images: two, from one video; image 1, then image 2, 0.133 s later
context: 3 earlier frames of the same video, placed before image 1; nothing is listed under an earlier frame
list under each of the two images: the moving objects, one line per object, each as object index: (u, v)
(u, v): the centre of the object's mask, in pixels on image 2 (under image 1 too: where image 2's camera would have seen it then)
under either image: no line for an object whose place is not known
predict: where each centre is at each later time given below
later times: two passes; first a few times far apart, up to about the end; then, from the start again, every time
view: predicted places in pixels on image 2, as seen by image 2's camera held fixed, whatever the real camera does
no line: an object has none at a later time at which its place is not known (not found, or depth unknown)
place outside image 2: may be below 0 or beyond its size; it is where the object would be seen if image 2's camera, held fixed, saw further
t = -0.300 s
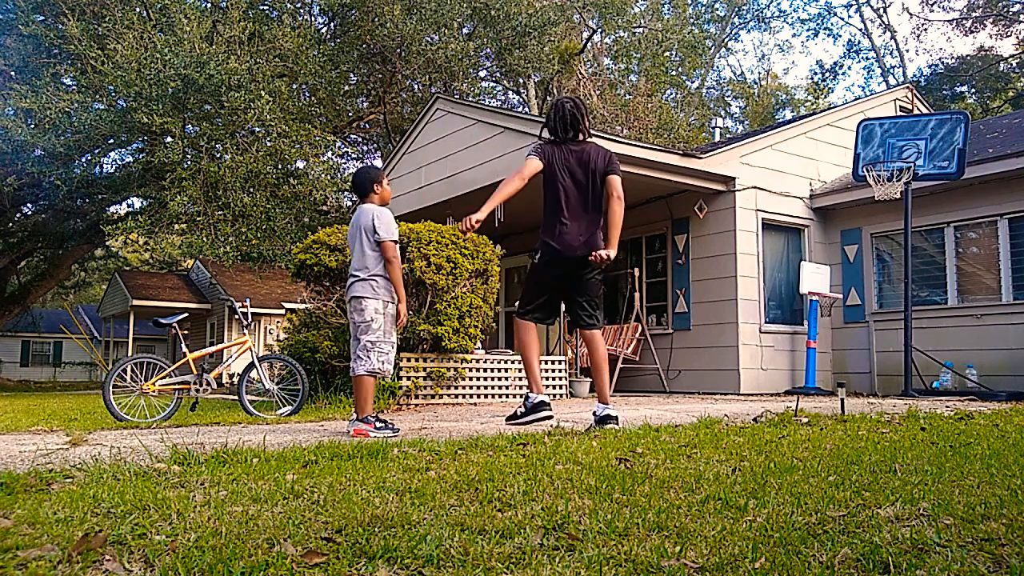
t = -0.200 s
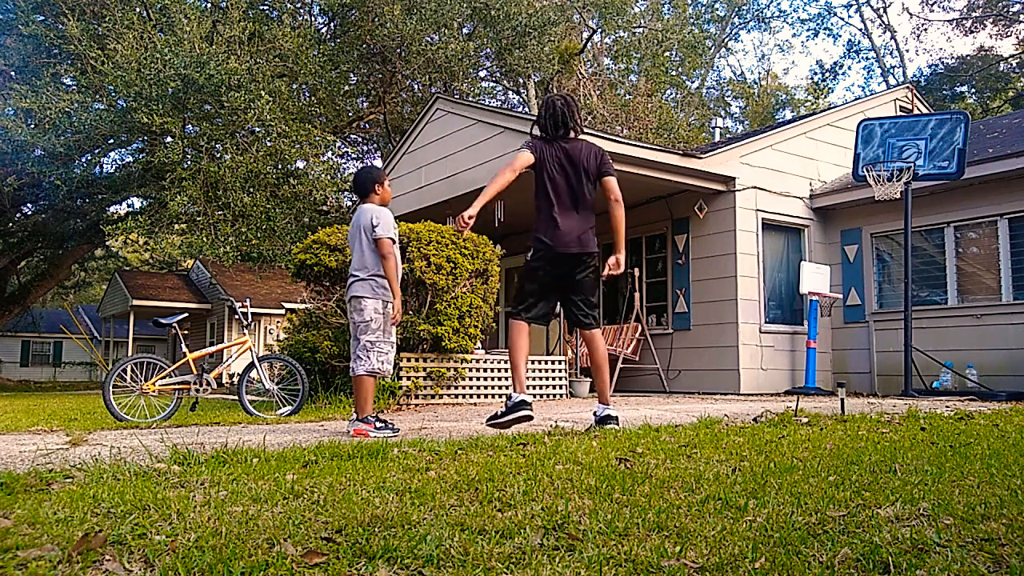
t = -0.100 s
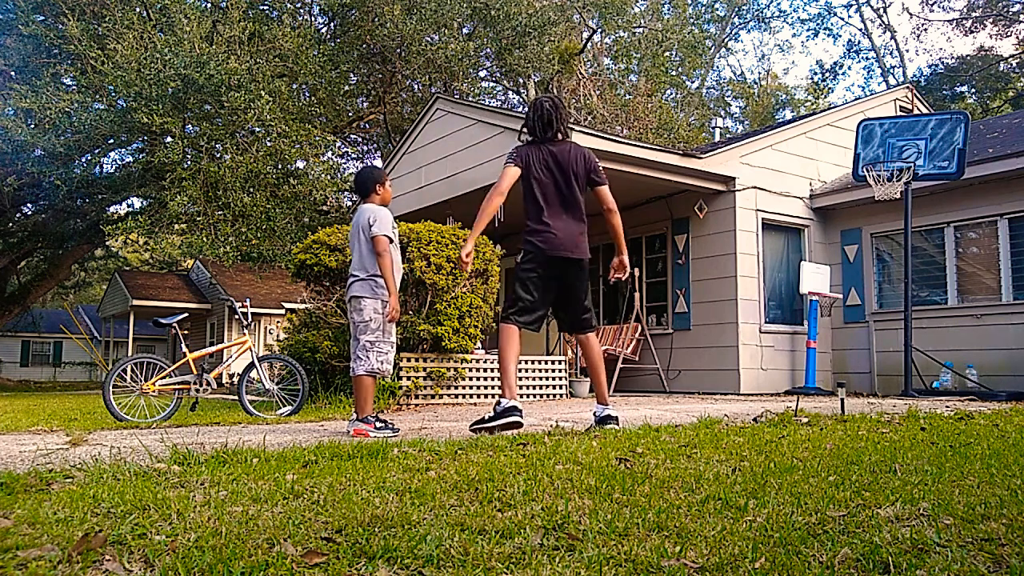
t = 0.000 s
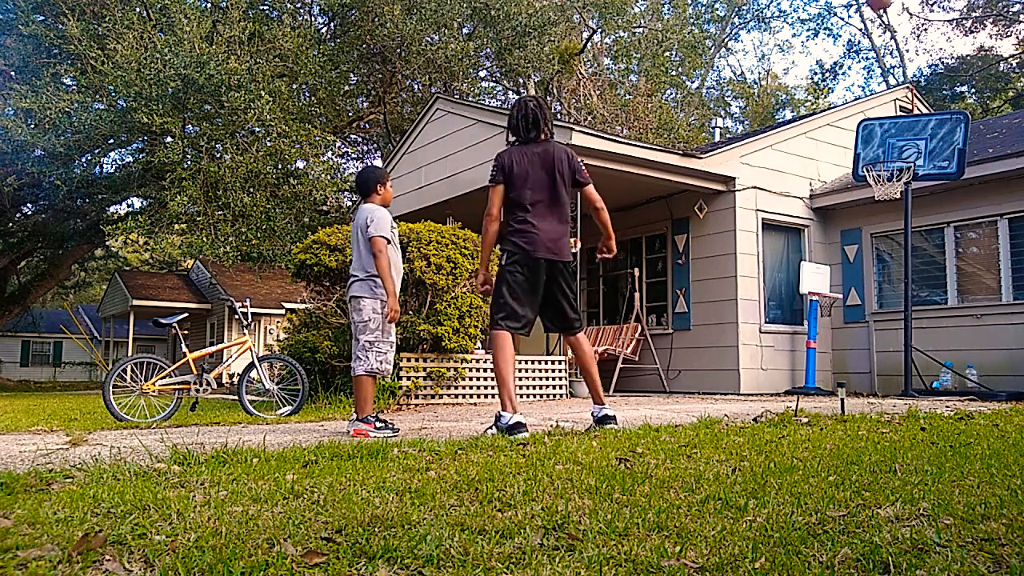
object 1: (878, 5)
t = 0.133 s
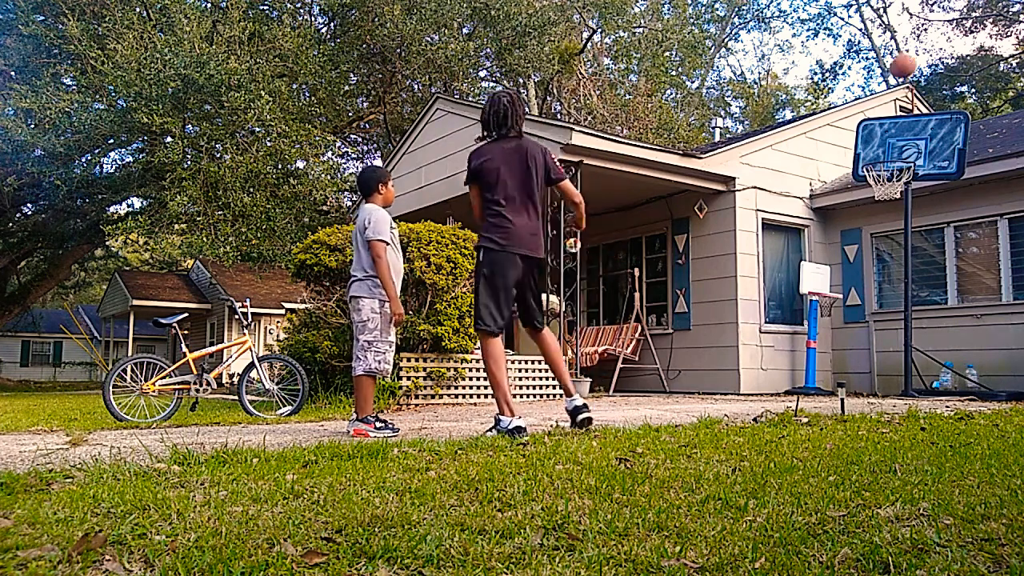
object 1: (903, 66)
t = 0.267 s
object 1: (921, 136)
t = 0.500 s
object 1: (980, 121)
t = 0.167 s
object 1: (910, 85)
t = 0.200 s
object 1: (915, 104)
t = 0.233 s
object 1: (920, 125)
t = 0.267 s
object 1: (921, 136)
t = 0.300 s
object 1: (922, 149)
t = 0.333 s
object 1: (926, 153)
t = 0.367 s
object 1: (937, 145)
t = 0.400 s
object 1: (947, 137)
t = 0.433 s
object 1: (958, 131)
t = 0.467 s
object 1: (969, 125)
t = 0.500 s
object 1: (980, 121)
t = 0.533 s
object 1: (992, 117)
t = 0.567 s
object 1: (1004, 115)
